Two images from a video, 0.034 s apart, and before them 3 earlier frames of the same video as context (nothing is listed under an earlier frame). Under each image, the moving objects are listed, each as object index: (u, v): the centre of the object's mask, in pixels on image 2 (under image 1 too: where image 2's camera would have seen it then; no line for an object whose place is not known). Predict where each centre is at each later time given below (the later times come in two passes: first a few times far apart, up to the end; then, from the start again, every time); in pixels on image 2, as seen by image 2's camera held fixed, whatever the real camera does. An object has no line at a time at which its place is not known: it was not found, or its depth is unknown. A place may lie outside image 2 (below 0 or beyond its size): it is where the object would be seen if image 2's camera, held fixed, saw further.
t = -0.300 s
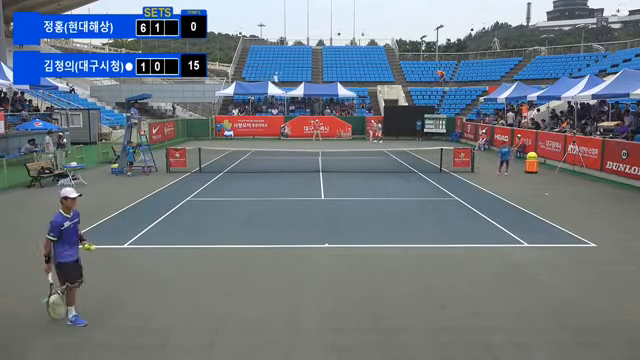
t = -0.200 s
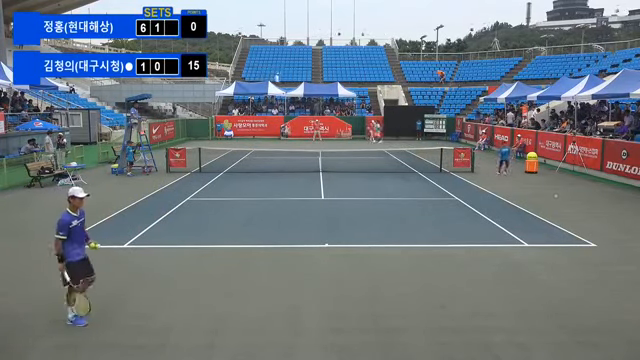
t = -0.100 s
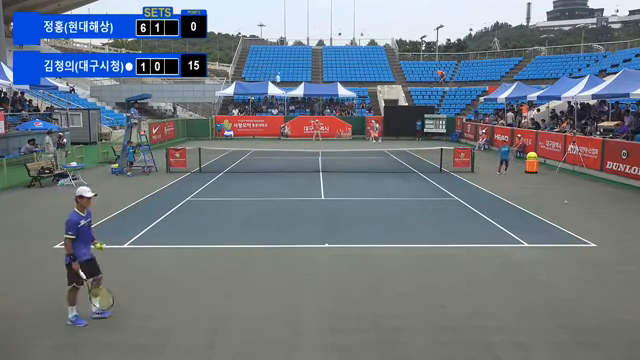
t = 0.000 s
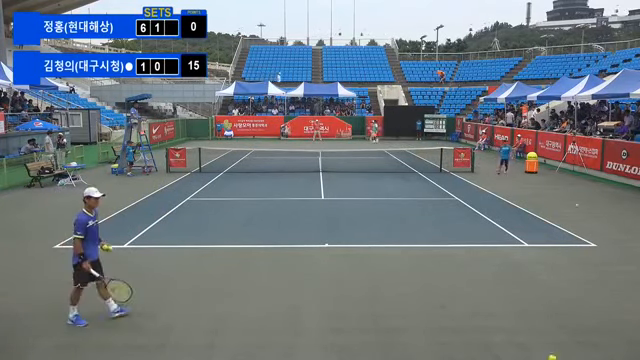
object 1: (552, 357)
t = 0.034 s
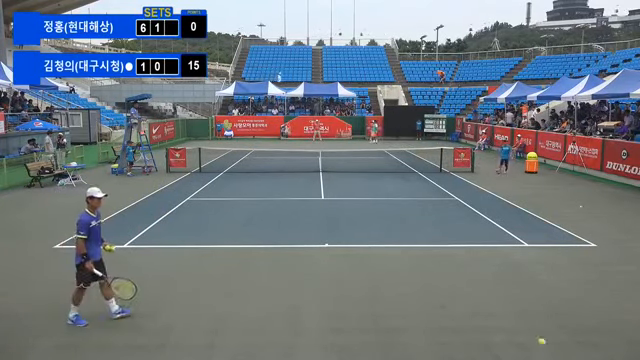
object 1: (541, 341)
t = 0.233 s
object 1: (480, 267)
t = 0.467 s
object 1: (411, 231)
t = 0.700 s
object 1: (350, 245)
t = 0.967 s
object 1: (290, 314)
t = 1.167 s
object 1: (252, 284)
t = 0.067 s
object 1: (531, 326)
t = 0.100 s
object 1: (520, 312)
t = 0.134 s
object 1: (510, 299)
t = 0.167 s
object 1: (500, 287)
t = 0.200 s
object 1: (490, 276)
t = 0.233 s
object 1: (480, 267)
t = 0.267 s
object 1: (469, 258)
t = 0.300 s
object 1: (460, 251)
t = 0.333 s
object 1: (450, 244)
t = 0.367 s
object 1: (440, 240)
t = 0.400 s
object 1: (430, 236)
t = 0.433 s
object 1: (420, 233)
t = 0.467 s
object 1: (411, 231)
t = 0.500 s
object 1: (402, 230)
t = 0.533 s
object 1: (393, 230)
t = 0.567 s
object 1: (384, 232)
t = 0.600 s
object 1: (375, 234)
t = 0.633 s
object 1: (367, 237)
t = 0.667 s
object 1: (358, 241)
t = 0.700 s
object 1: (350, 245)
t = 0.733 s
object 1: (341, 251)
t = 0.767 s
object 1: (333, 258)
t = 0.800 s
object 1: (325, 265)
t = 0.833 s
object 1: (317, 274)
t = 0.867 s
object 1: (311, 283)
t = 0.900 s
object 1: (303, 292)
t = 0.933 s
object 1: (297, 302)
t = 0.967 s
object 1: (290, 314)
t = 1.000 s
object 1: (283, 325)
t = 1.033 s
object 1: (276, 326)
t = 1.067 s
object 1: (270, 315)
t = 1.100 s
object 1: (265, 304)
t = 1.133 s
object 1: (259, 294)
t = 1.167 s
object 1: (252, 284)
